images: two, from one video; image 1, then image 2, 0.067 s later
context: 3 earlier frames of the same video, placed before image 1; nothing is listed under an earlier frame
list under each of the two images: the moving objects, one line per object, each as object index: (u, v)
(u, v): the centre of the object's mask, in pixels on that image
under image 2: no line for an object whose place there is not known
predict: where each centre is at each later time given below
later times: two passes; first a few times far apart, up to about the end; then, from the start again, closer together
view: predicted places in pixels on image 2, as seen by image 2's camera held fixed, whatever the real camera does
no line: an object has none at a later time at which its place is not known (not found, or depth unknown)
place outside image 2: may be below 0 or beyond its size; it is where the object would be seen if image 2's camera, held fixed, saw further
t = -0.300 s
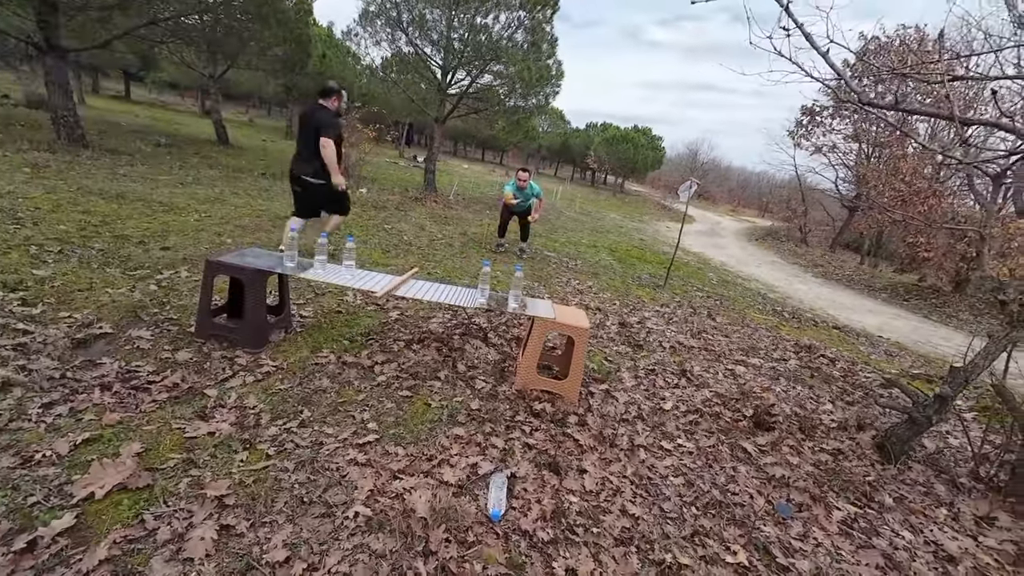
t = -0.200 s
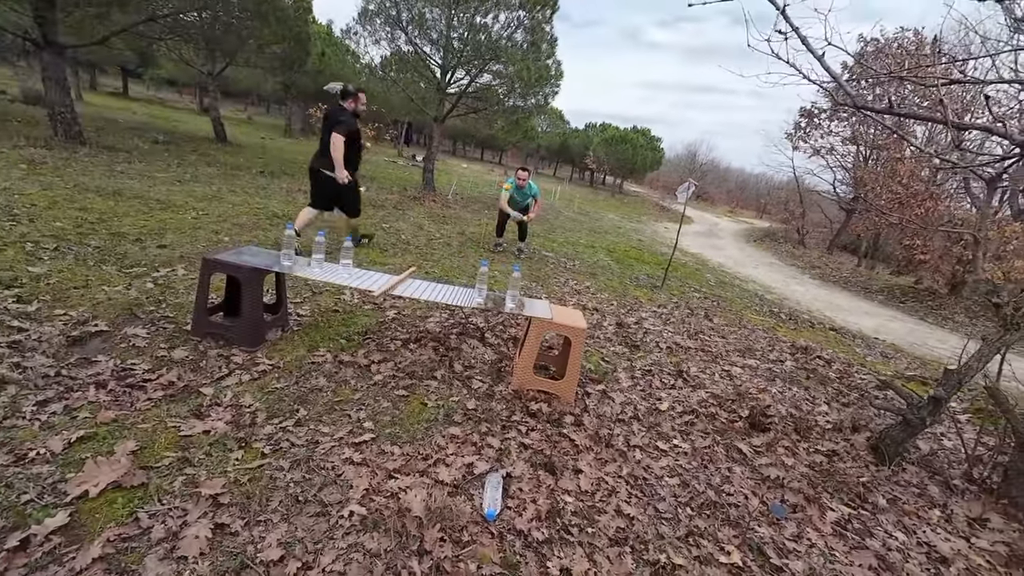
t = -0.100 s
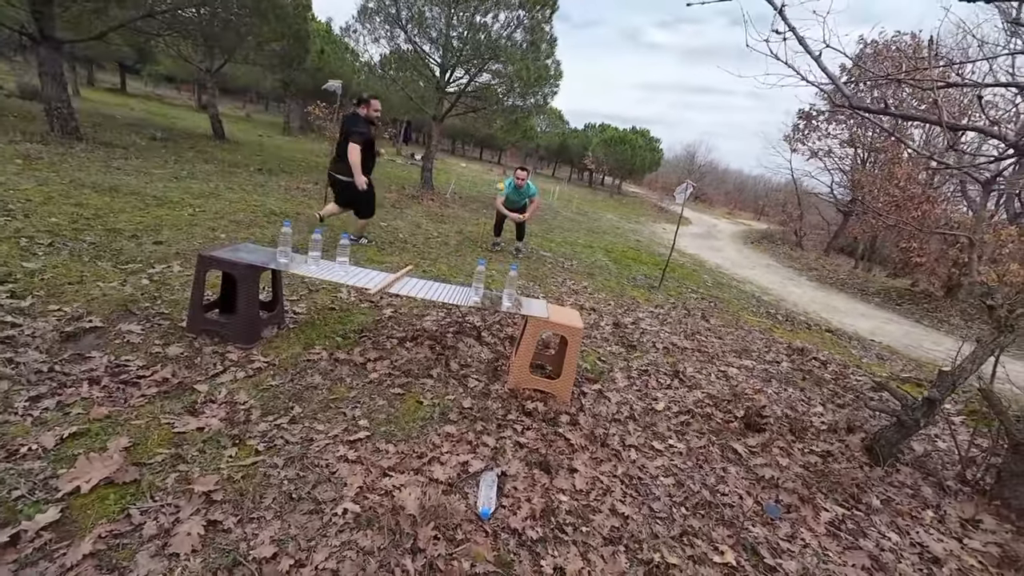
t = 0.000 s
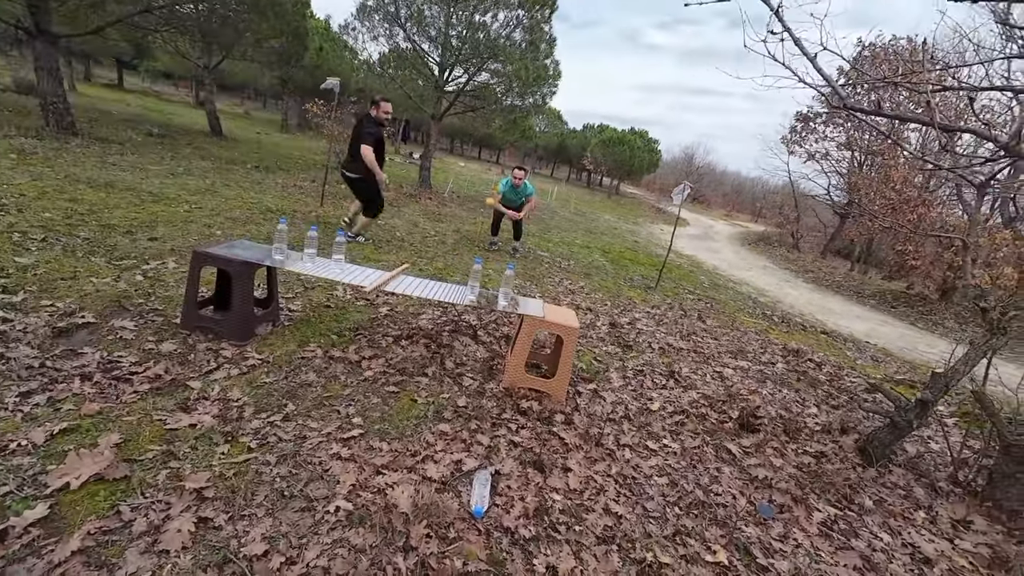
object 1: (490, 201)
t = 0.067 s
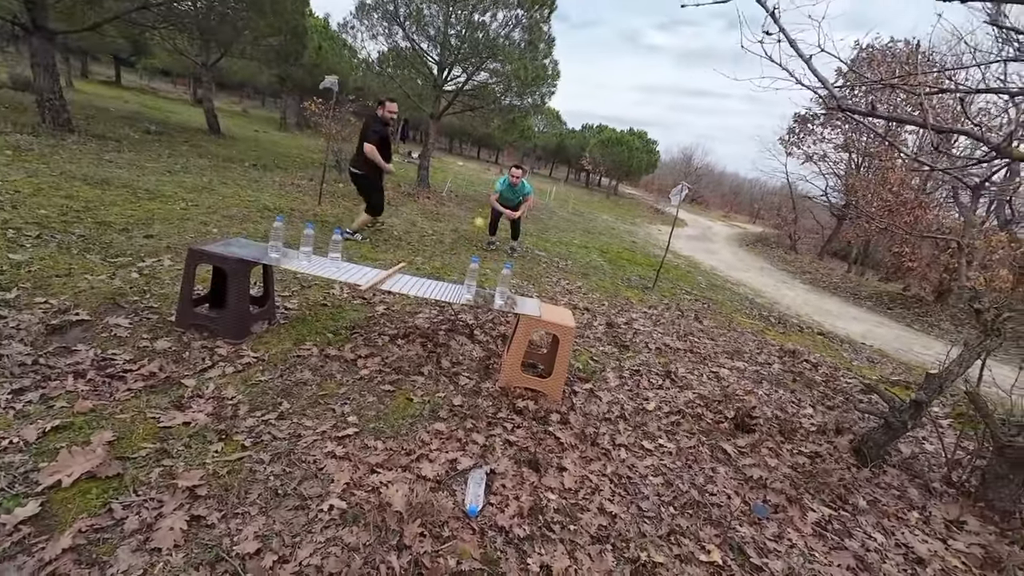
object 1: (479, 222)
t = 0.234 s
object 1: (450, 280)
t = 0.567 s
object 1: (358, 390)
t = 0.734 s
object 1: (299, 462)
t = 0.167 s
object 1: (460, 277)
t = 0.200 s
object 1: (456, 284)
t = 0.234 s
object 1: (450, 280)
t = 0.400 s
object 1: (414, 297)
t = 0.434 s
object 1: (404, 308)
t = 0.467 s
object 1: (393, 325)
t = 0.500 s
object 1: (382, 343)
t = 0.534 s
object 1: (371, 365)
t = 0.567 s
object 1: (358, 390)
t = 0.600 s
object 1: (345, 420)
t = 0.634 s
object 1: (330, 455)
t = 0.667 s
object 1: (320, 459)
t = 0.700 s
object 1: (311, 458)
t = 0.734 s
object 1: (299, 462)
